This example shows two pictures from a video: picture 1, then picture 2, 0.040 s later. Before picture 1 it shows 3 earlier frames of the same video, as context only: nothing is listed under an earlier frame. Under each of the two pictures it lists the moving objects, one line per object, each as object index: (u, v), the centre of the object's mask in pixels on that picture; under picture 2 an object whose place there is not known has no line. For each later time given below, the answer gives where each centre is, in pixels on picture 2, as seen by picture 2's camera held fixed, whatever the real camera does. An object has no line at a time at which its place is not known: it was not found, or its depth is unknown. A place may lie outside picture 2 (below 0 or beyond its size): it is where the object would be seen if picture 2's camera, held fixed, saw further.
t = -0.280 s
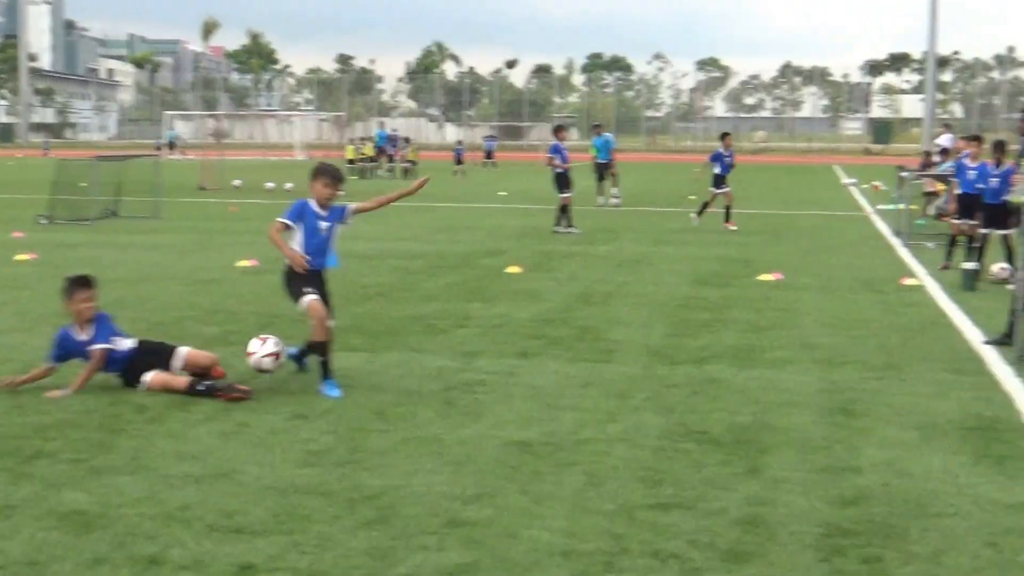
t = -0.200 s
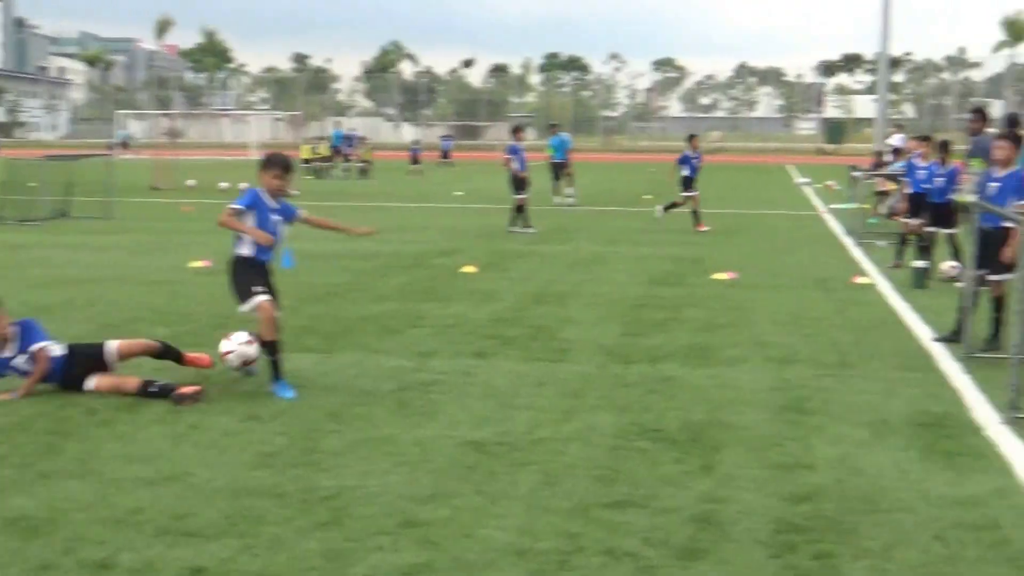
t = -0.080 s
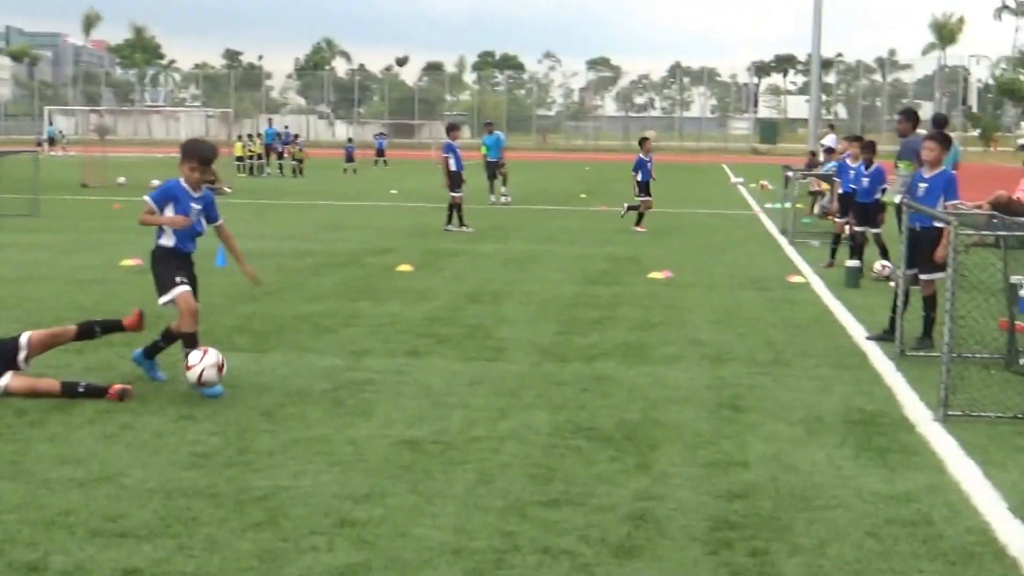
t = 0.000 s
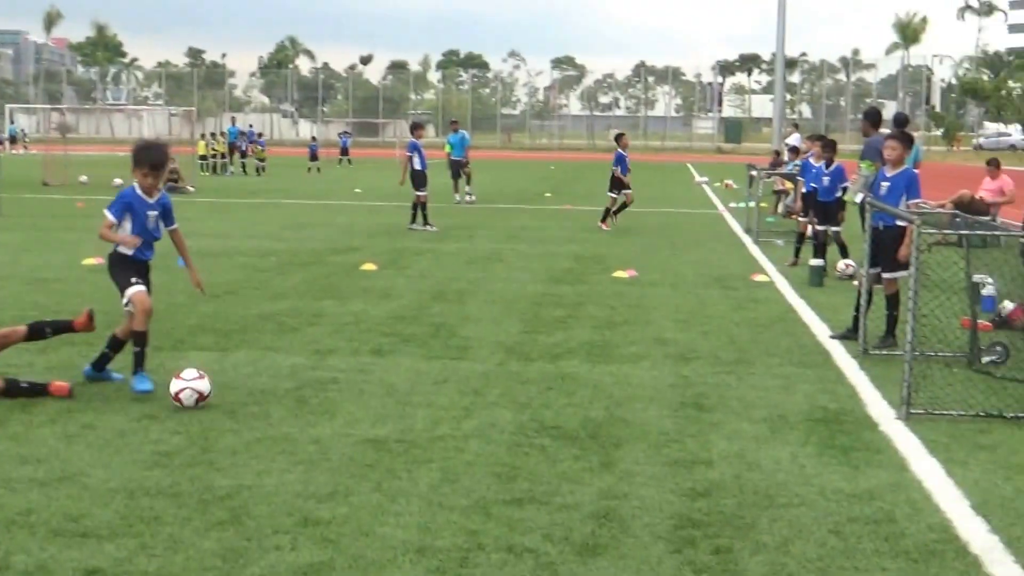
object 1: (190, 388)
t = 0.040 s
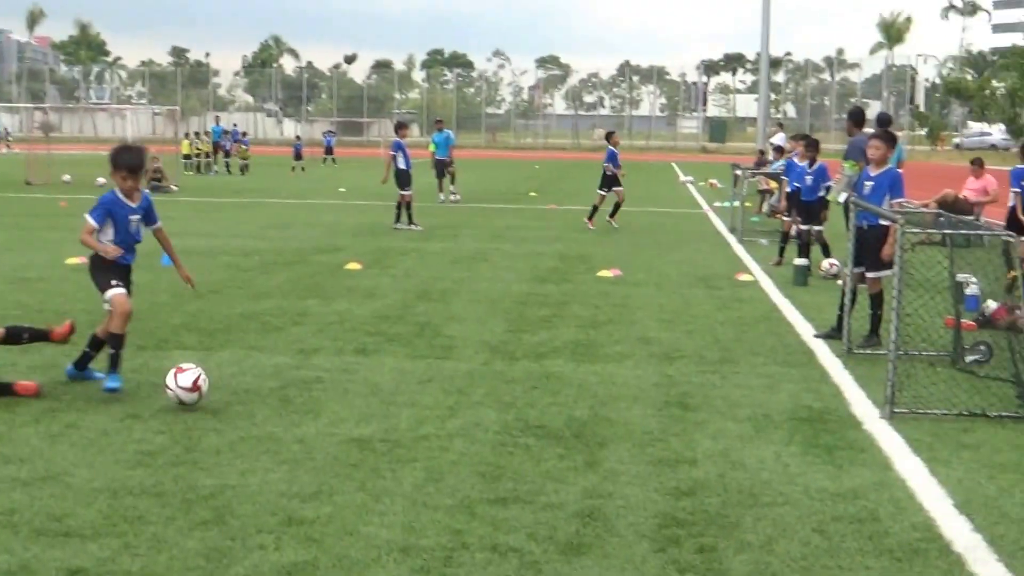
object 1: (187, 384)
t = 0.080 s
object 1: (198, 383)
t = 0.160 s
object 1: (221, 392)
